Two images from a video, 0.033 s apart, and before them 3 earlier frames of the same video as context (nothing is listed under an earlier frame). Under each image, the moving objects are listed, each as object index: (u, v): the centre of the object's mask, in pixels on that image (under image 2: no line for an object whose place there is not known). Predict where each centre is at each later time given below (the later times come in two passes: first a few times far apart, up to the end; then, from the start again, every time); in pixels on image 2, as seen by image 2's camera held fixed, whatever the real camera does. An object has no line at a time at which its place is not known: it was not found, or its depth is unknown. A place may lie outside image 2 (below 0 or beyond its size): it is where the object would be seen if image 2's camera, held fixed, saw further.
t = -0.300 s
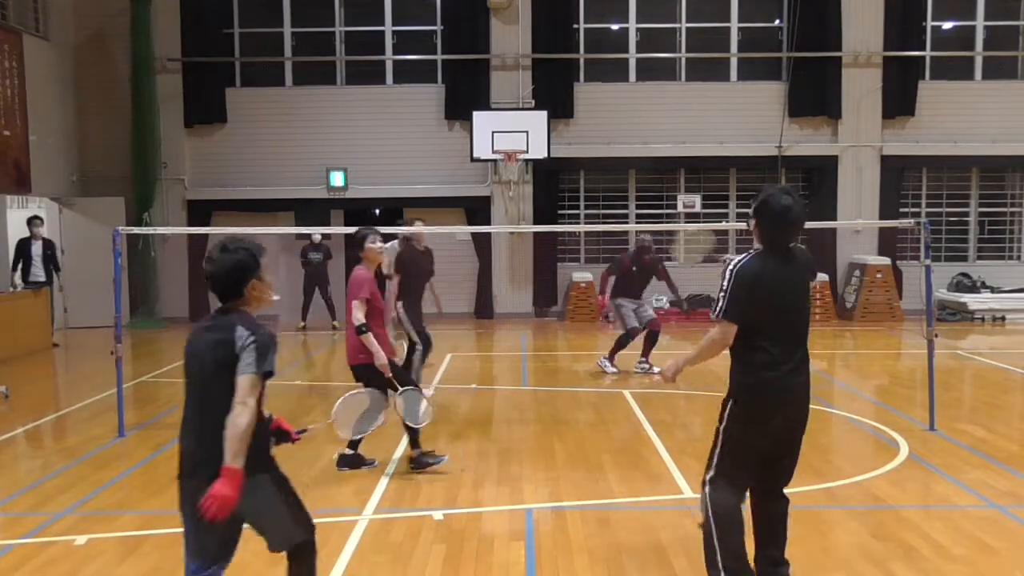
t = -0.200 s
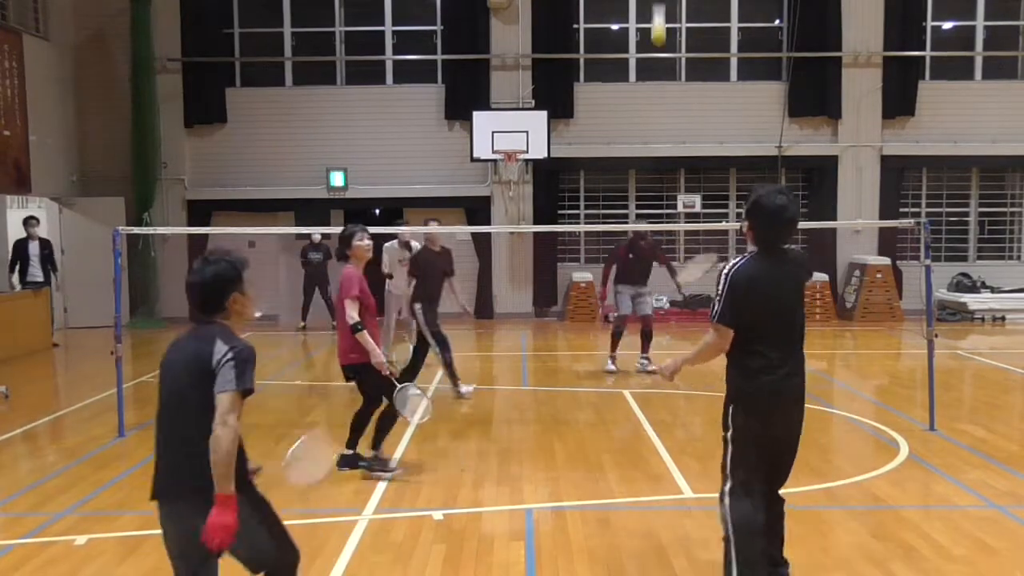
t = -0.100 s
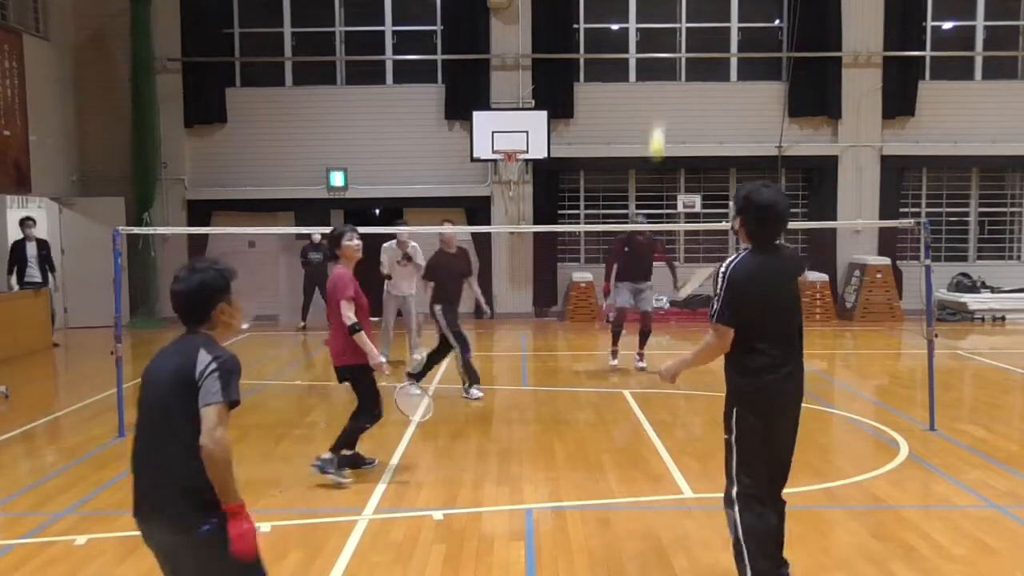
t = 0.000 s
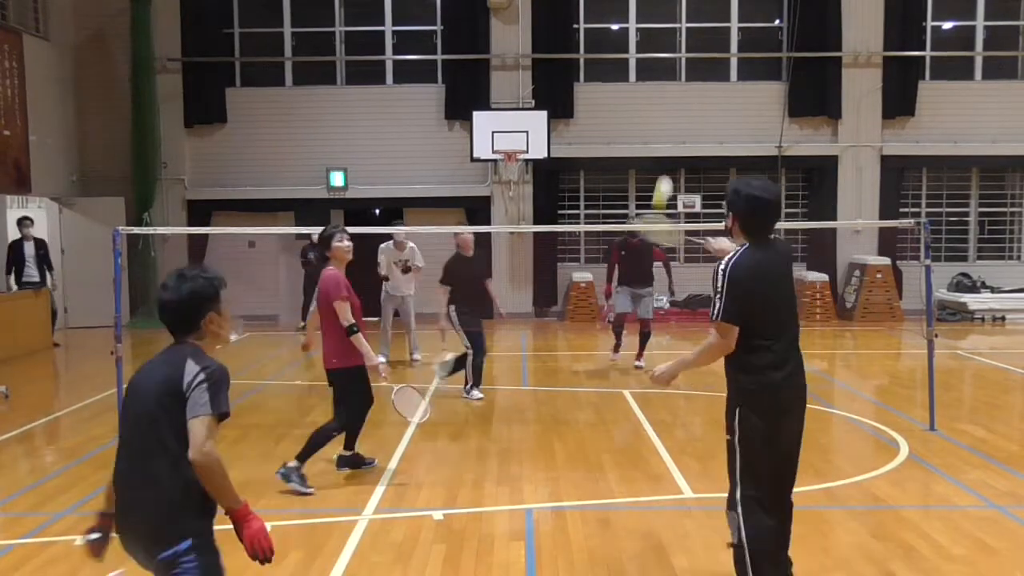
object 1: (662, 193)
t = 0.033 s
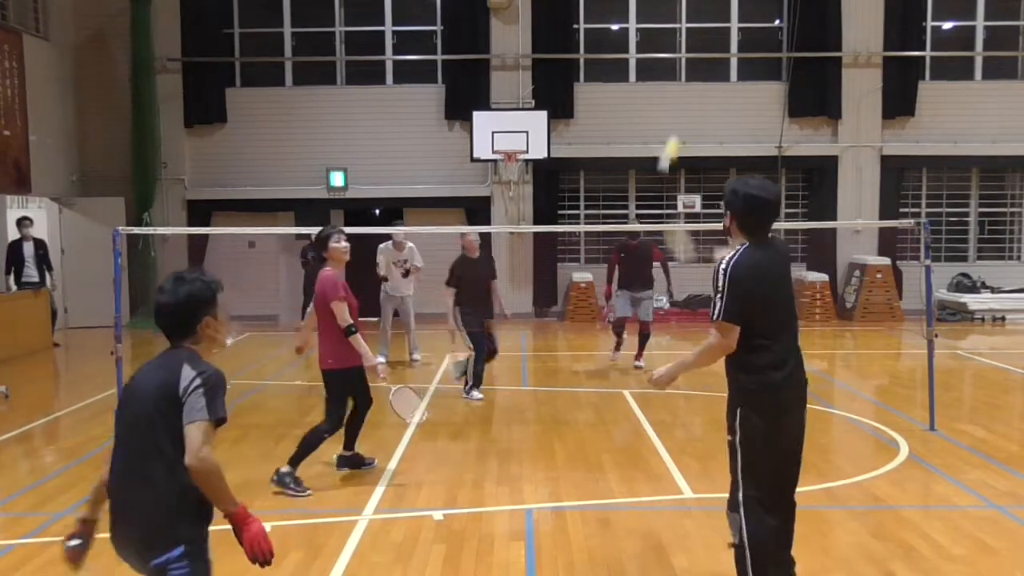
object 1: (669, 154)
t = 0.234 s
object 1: (696, 51)
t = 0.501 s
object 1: (706, 66)
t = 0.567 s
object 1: (709, 80)
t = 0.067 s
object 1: (678, 119)
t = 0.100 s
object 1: (684, 95)
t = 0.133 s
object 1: (687, 81)
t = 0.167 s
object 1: (690, 69)
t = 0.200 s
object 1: (694, 57)
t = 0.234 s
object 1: (696, 51)
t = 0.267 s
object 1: (698, 47)
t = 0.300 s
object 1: (699, 46)
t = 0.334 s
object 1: (700, 45)
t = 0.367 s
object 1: (702, 46)
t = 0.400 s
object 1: (703, 49)
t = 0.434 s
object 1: (704, 53)
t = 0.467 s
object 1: (705, 59)
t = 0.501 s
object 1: (706, 66)
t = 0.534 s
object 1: (707, 73)
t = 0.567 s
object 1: (709, 80)
